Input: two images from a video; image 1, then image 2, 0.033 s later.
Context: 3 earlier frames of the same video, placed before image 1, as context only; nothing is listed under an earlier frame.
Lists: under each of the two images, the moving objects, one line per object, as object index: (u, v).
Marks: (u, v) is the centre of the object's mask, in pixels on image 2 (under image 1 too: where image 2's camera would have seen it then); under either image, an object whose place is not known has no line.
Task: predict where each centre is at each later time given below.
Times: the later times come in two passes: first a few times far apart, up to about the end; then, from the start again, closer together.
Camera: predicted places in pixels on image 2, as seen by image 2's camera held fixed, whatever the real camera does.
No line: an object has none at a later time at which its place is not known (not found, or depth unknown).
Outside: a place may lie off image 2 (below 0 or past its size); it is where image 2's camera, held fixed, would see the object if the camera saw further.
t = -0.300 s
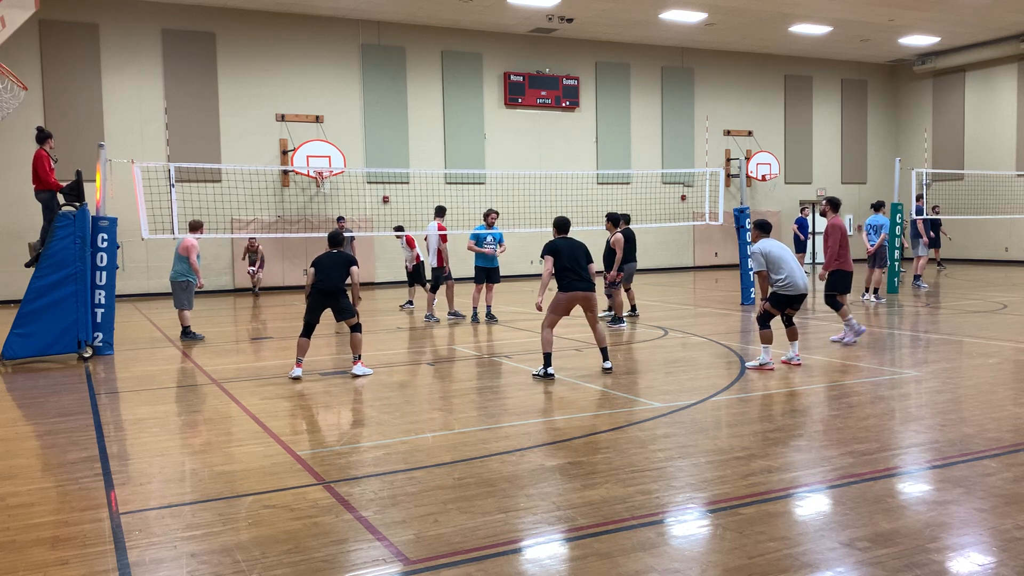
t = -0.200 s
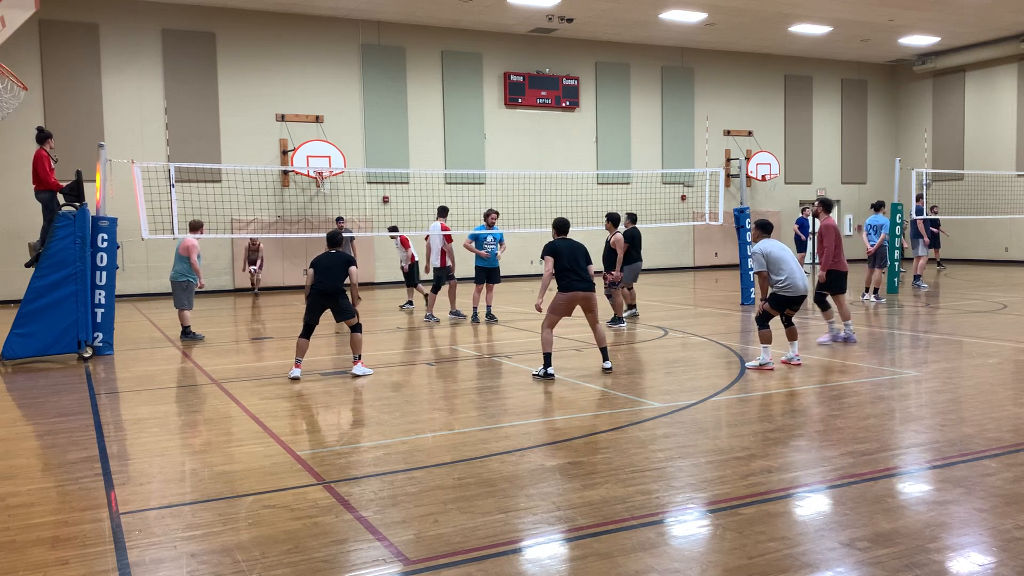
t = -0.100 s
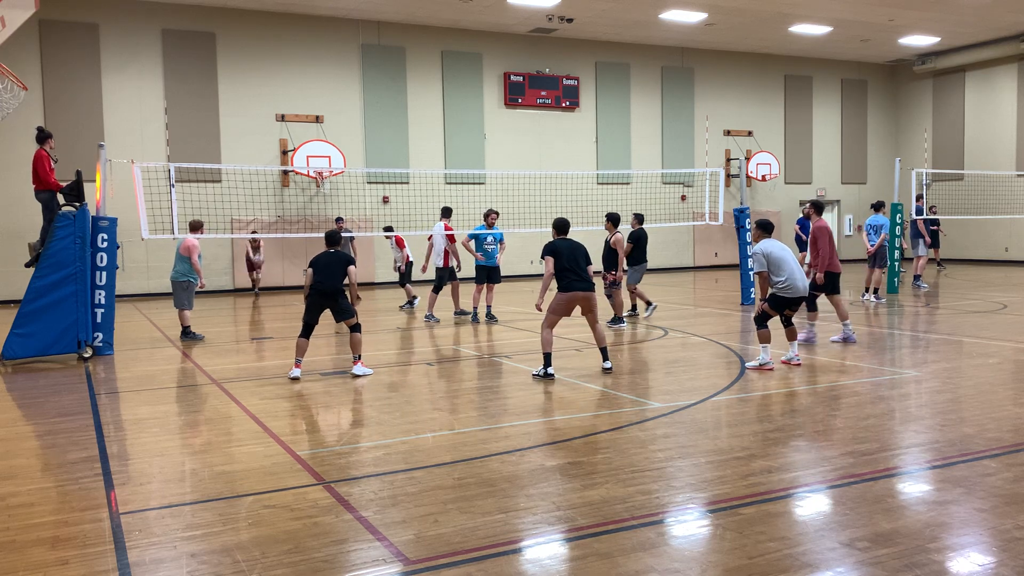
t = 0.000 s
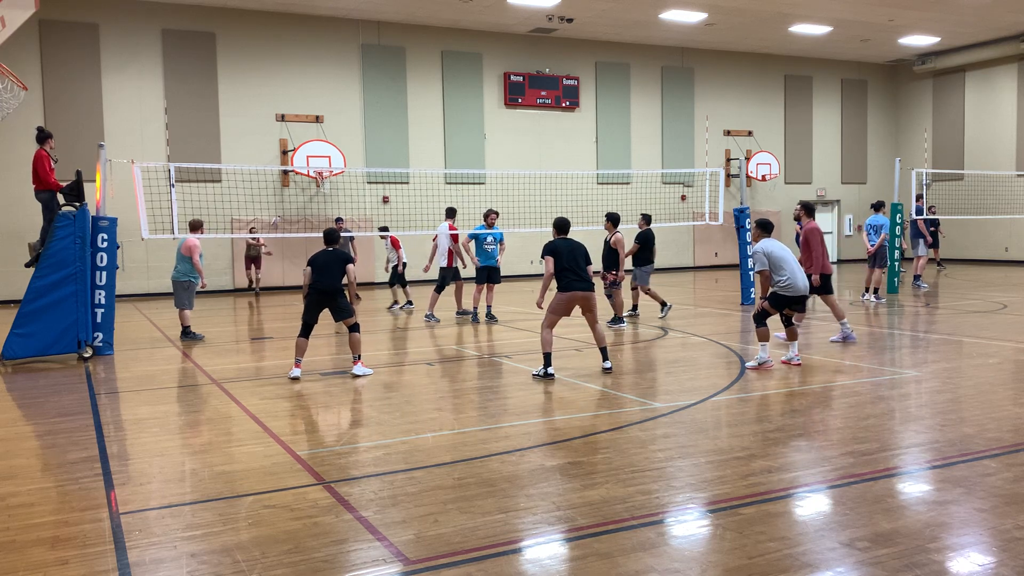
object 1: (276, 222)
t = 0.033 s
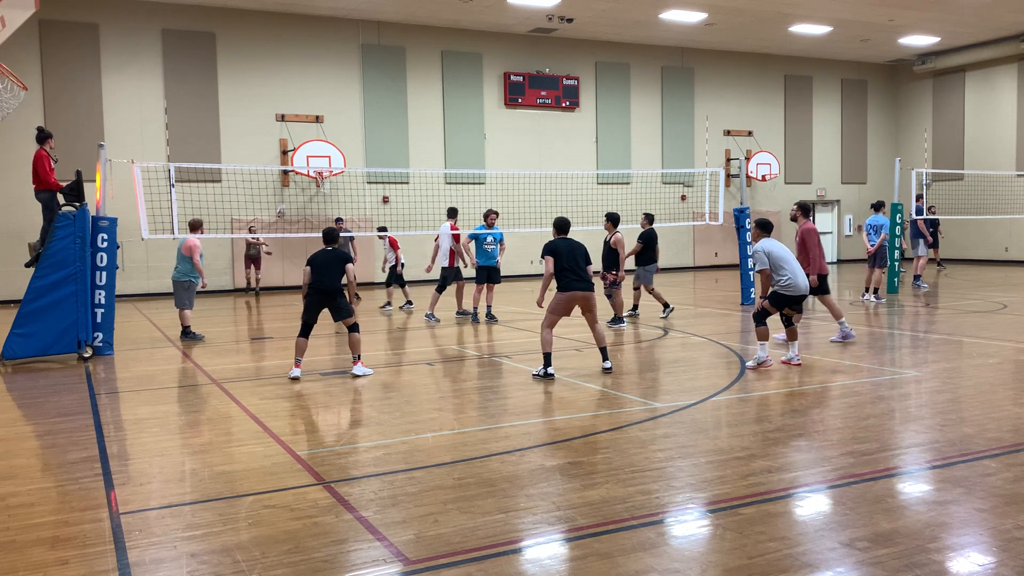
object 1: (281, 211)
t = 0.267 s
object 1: (321, 137)
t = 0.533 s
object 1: (367, 79)
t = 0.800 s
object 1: (421, 57)
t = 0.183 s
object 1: (307, 162)
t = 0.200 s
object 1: (310, 158)
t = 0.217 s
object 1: (312, 153)
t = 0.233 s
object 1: (315, 148)
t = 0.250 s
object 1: (318, 143)
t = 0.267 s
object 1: (321, 137)
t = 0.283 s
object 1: (323, 133)
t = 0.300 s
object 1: (326, 129)
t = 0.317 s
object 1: (329, 125)
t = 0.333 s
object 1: (331, 120)
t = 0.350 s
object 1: (334, 116)
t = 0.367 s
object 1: (337, 112)
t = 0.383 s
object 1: (340, 109)
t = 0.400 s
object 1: (343, 105)
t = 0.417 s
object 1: (345, 101)
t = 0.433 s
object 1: (348, 98)
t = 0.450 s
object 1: (351, 94)
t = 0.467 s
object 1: (354, 91)
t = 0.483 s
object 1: (357, 88)
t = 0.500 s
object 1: (360, 85)
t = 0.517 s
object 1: (364, 82)
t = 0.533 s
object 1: (367, 79)
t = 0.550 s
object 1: (370, 76)
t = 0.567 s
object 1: (373, 74)
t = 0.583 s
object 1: (376, 72)
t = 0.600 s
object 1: (379, 69)
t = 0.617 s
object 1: (383, 67)
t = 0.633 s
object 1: (386, 66)
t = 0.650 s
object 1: (389, 64)
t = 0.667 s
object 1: (392, 63)
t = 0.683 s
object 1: (396, 61)
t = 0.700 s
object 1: (399, 60)
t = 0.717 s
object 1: (403, 60)
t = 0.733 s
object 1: (406, 59)
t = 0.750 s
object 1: (410, 58)
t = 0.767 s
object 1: (414, 57)
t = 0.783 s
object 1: (417, 57)
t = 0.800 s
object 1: (421, 57)
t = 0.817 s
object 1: (425, 57)
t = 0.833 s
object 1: (428, 57)
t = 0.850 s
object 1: (433, 57)
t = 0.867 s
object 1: (437, 58)
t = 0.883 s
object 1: (441, 58)
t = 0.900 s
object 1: (446, 59)
